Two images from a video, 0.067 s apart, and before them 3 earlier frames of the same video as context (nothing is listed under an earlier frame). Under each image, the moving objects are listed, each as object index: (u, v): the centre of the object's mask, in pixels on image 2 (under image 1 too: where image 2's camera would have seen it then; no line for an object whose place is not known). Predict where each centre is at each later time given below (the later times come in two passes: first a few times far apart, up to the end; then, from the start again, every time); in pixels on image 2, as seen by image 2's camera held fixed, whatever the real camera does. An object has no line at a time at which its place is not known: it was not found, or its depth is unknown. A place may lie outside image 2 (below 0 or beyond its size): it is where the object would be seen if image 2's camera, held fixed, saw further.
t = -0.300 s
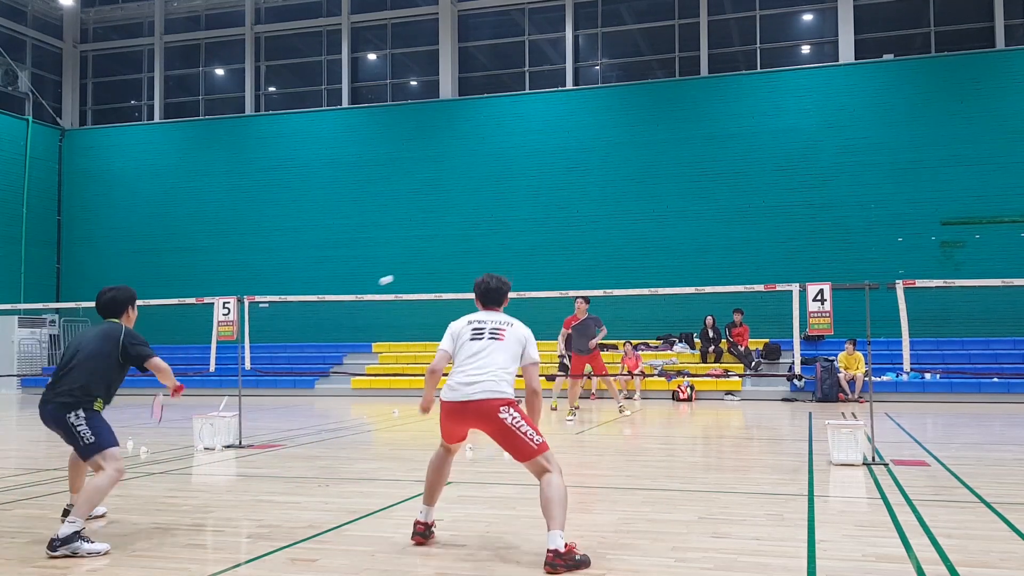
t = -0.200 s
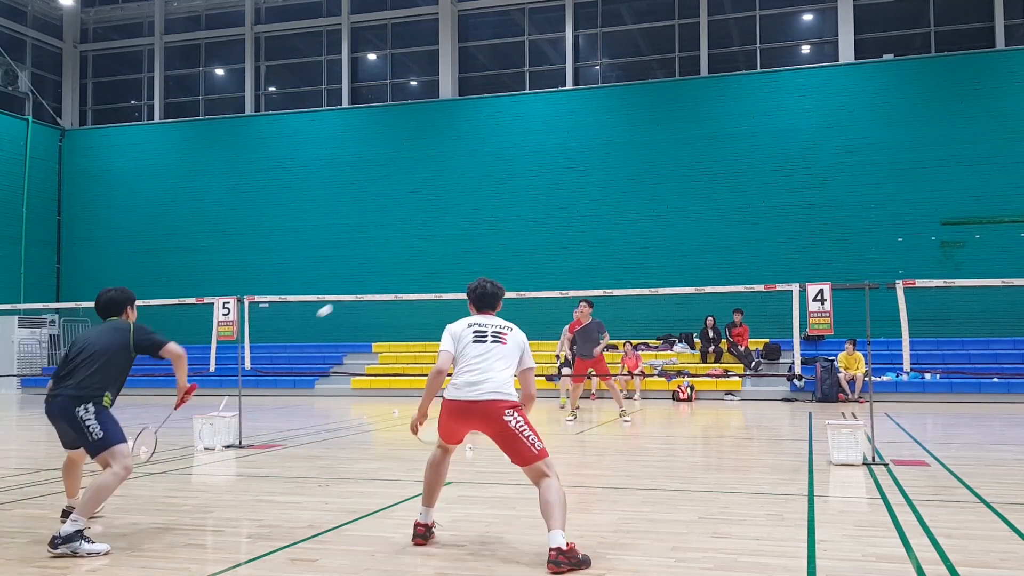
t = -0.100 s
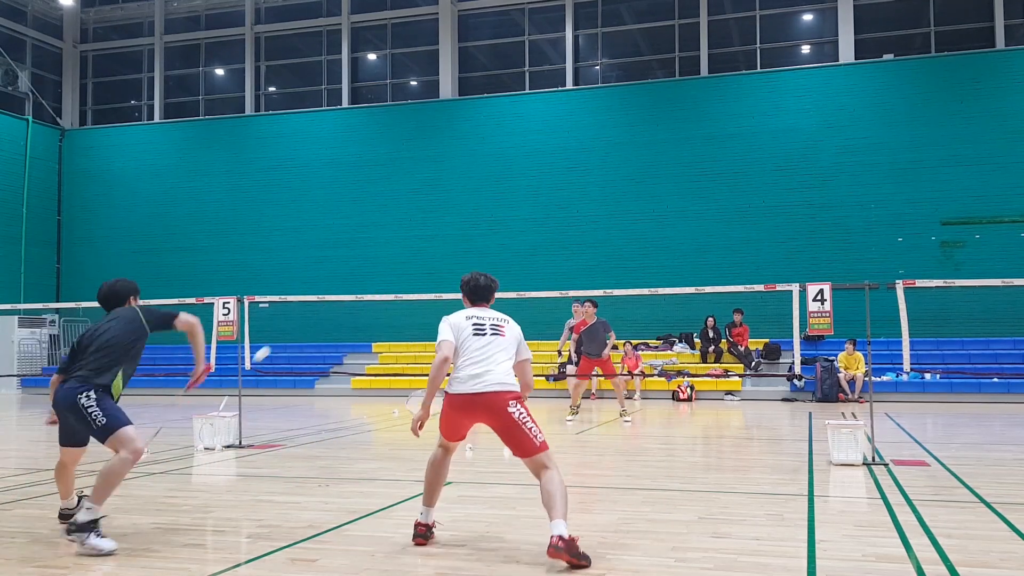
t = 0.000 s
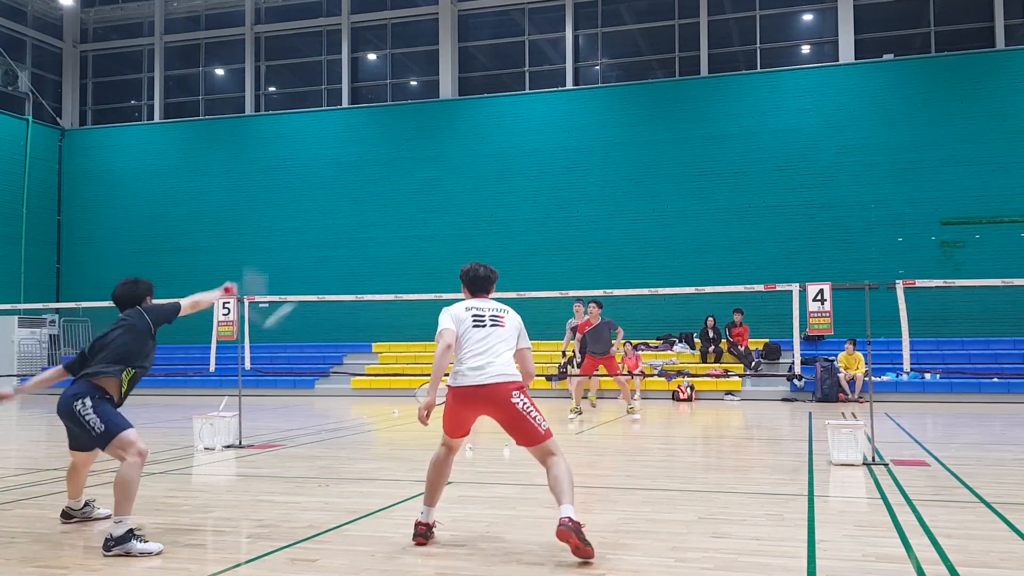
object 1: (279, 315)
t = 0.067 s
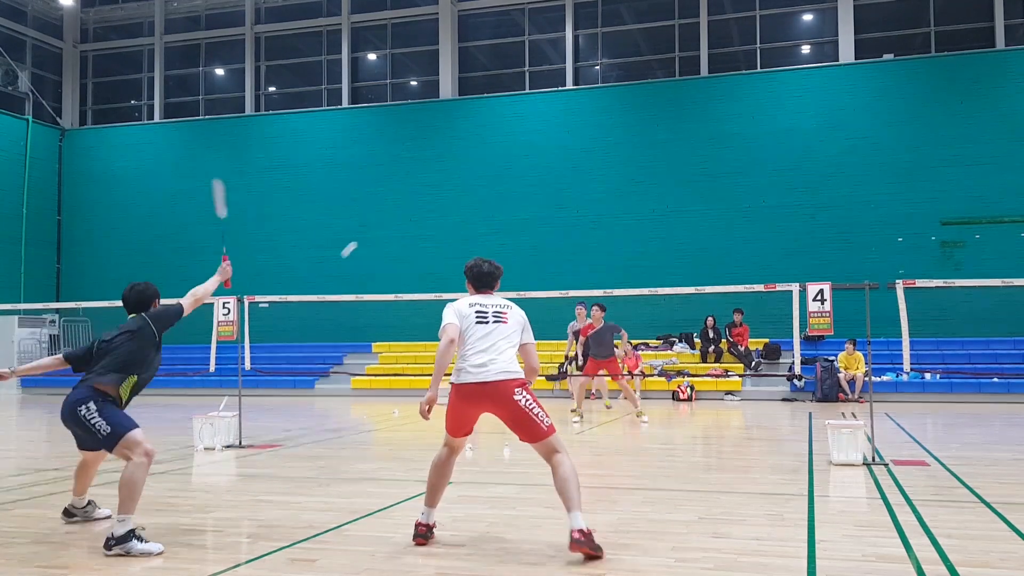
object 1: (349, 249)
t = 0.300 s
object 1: (433, 186)
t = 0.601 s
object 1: (473, 200)
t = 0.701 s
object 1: (482, 215)
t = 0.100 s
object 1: (370, 230)
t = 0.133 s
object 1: (386, 216)
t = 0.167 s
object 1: (398, 205)
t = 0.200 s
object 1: (408, 197)
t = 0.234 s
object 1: (418, 192)
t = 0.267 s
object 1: (426, 189)
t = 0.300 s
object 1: (433, 186)
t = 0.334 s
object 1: (439, 185)
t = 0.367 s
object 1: (444, 184)
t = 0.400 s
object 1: (449, 184)
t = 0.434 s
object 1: (454, 185)
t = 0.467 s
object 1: (458, 186)
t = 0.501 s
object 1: (462, 189)
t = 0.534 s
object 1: (466, 192)
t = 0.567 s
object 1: (470, 196)
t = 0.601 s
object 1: (473, 200)
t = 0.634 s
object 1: (476, 204)
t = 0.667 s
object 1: (479, 210)
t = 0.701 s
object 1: (482, 215)
